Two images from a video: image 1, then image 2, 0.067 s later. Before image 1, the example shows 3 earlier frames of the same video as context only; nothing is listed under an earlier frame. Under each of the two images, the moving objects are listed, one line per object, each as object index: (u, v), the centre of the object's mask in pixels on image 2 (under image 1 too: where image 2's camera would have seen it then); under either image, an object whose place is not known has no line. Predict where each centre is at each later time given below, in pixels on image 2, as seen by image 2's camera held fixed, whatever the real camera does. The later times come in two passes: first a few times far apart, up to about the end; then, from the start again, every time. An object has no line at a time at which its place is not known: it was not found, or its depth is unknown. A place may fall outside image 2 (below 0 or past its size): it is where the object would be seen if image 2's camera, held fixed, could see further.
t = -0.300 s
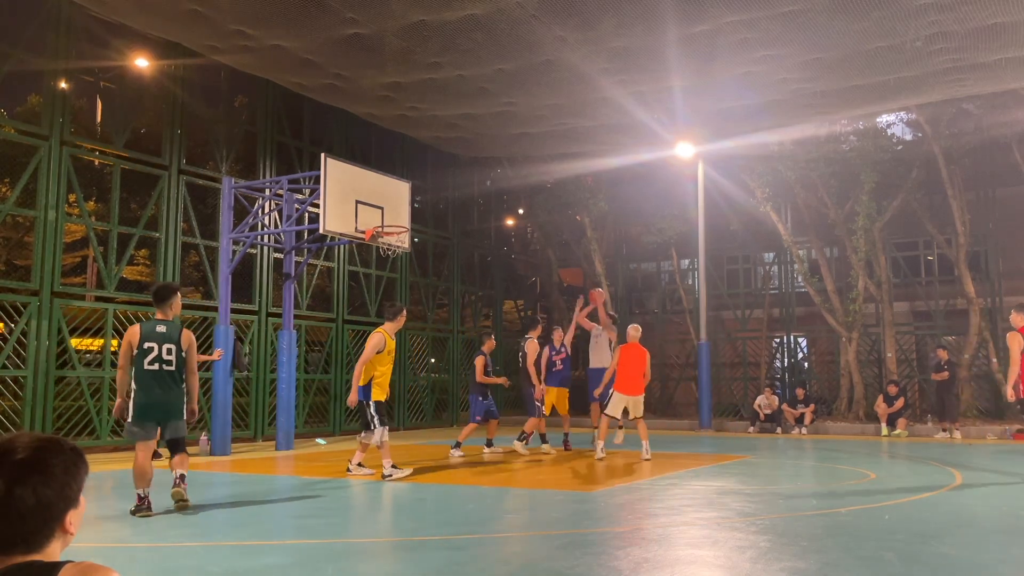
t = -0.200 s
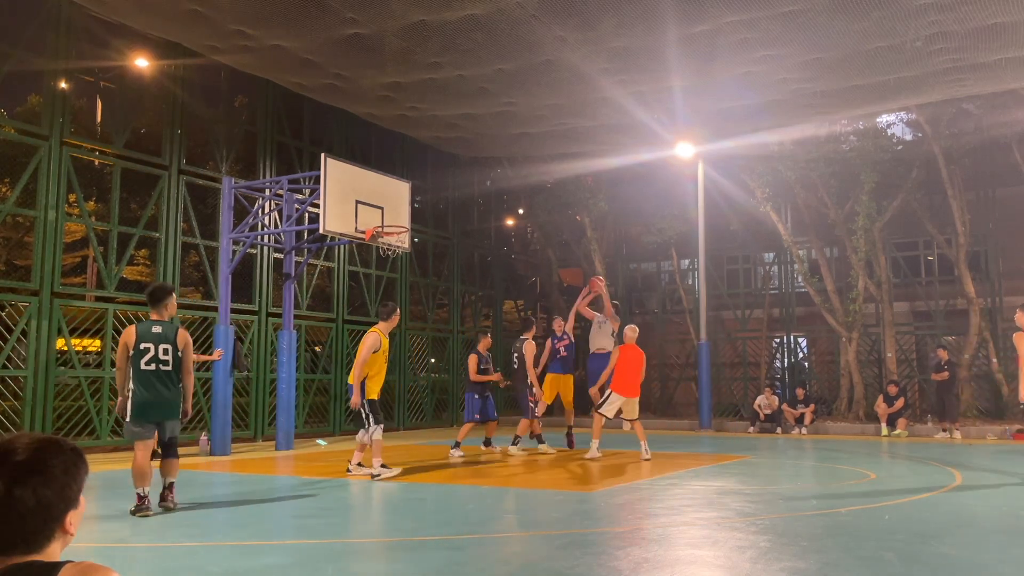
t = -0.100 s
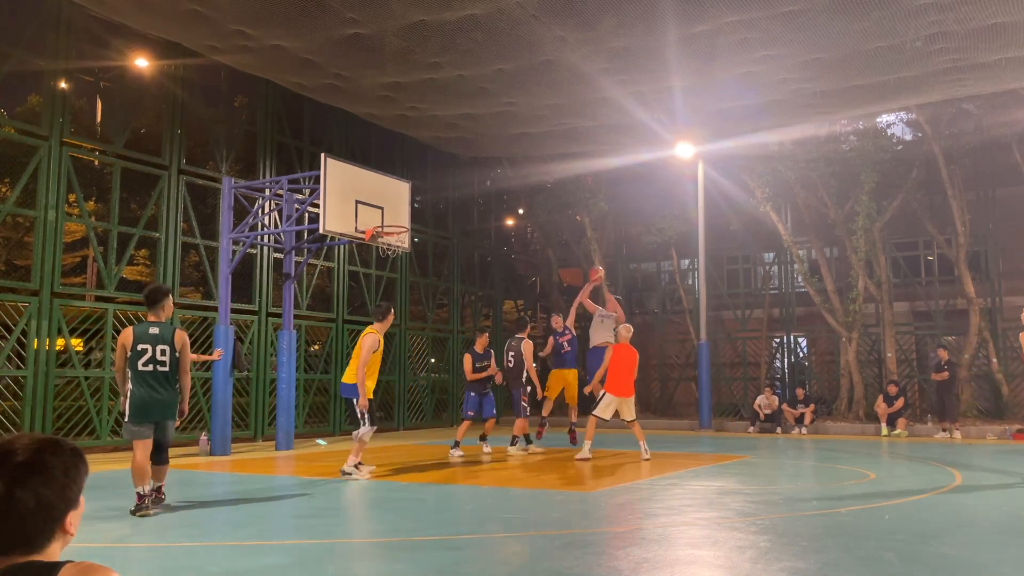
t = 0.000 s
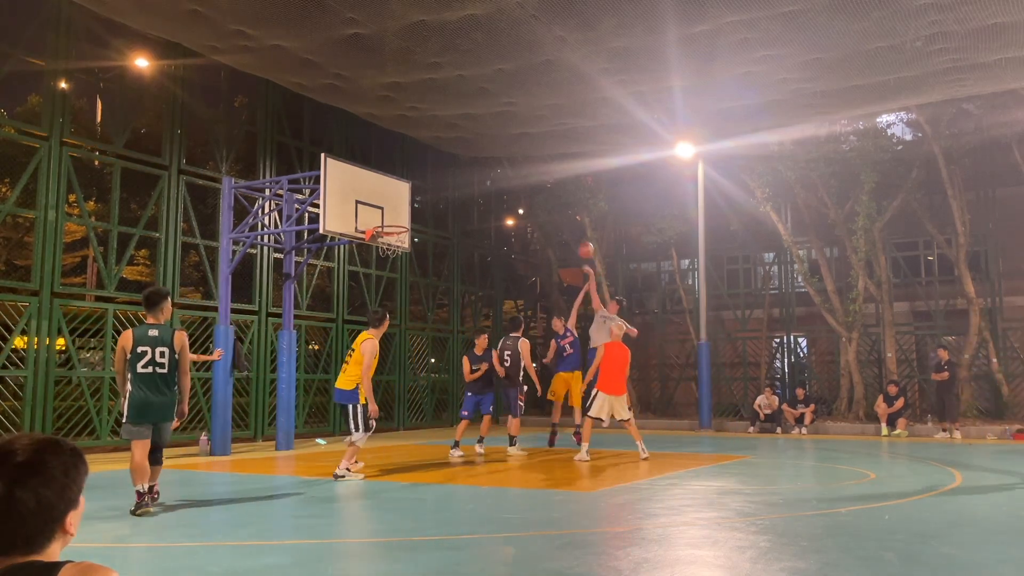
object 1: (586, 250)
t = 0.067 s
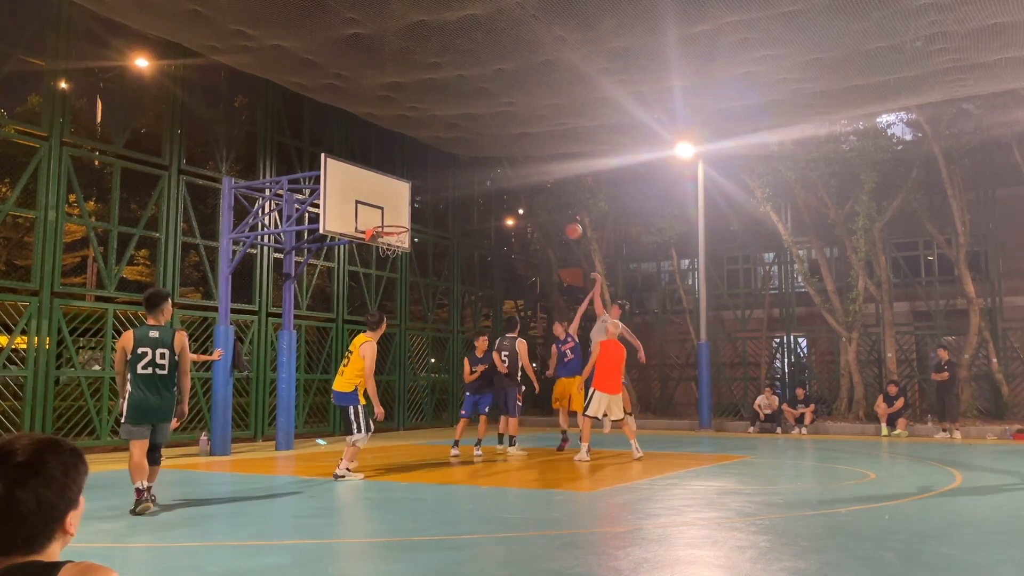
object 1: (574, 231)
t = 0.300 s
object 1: (530, 186)
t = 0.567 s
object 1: (480, 177)
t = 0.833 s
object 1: (426, 217)
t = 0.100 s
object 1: (568, 222)
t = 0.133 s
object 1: (562, 215)
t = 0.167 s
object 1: (555, 207)
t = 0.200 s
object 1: (549, 201)
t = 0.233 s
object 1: (543, 195)
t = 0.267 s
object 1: (537, 190)
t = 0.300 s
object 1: (530, 186)
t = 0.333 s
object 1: (525, 182)
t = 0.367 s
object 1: (518, 179)
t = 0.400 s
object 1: (512, 177)
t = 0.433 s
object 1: (505, 175)
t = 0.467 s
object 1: (499, 175)
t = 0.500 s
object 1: (493, 175)
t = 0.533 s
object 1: (486, 175)
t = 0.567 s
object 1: (480, 177)
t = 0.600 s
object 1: (473, 179)
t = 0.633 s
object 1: (467, 182)
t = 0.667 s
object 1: (460, 186)
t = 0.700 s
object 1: (453, 190)
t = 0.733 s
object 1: (447, 196)
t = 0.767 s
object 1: (440, 202)
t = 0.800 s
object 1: (433, 209)
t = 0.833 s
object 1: (426, 217)
